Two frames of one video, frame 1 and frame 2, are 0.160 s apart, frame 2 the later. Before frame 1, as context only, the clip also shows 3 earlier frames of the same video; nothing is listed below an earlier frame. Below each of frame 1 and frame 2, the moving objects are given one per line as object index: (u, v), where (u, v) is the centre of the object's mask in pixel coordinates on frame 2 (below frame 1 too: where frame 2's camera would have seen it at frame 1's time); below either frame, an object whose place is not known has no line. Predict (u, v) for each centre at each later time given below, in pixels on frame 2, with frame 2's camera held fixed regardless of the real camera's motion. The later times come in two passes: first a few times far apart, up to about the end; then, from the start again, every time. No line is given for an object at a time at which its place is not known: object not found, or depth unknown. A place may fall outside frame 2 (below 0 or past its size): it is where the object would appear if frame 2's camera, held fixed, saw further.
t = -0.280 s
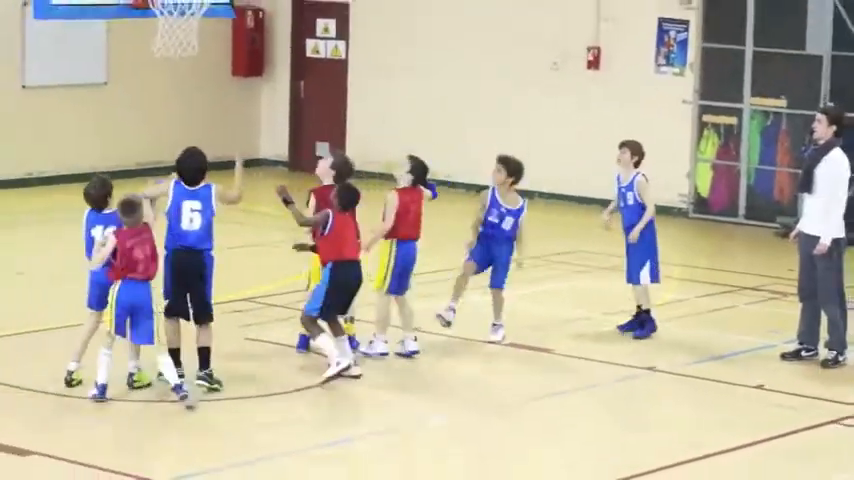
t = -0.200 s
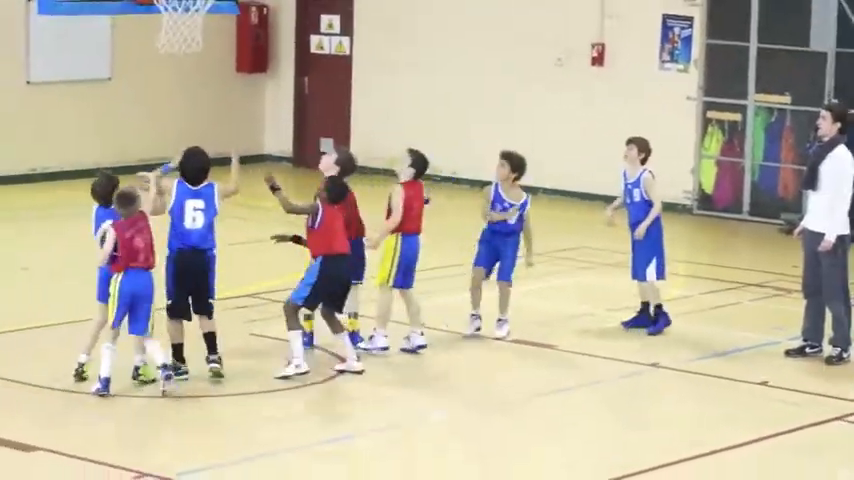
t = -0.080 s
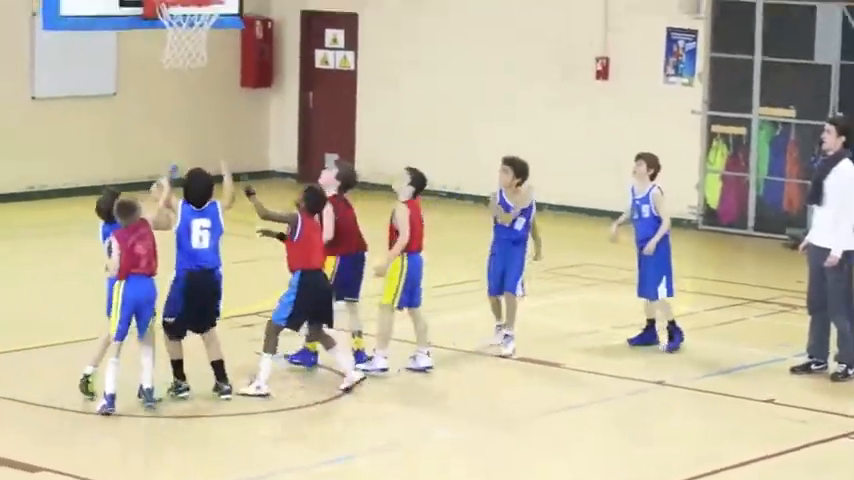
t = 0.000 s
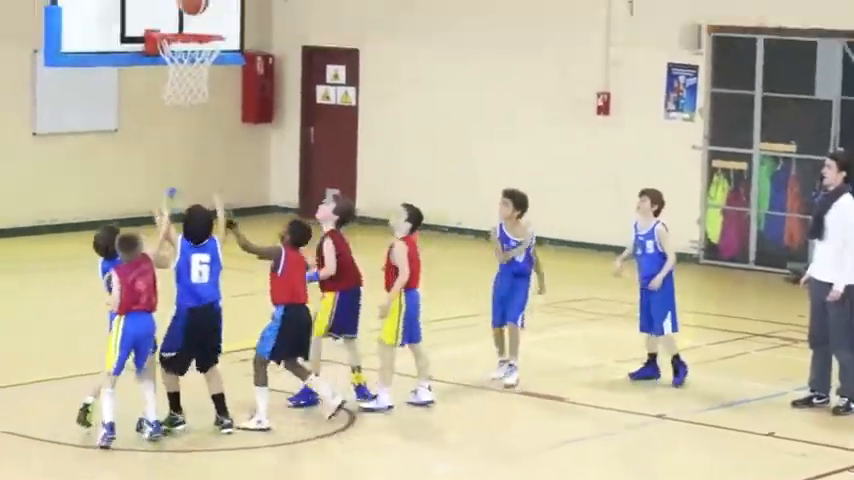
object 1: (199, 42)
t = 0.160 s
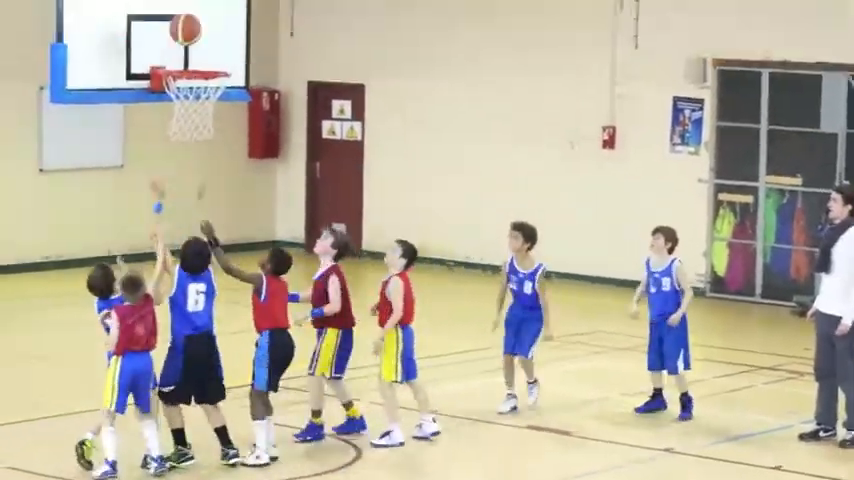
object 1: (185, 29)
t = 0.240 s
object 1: (198, 12)
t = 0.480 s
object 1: (233, 20)
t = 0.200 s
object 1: (191, 19)
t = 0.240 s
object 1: (198, 12)
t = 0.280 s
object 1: (203, 8)
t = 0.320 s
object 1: (209, 6)
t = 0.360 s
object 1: (215, 6)
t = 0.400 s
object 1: (221, 8)
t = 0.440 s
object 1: (227, 13)
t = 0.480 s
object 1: (233, 20)
